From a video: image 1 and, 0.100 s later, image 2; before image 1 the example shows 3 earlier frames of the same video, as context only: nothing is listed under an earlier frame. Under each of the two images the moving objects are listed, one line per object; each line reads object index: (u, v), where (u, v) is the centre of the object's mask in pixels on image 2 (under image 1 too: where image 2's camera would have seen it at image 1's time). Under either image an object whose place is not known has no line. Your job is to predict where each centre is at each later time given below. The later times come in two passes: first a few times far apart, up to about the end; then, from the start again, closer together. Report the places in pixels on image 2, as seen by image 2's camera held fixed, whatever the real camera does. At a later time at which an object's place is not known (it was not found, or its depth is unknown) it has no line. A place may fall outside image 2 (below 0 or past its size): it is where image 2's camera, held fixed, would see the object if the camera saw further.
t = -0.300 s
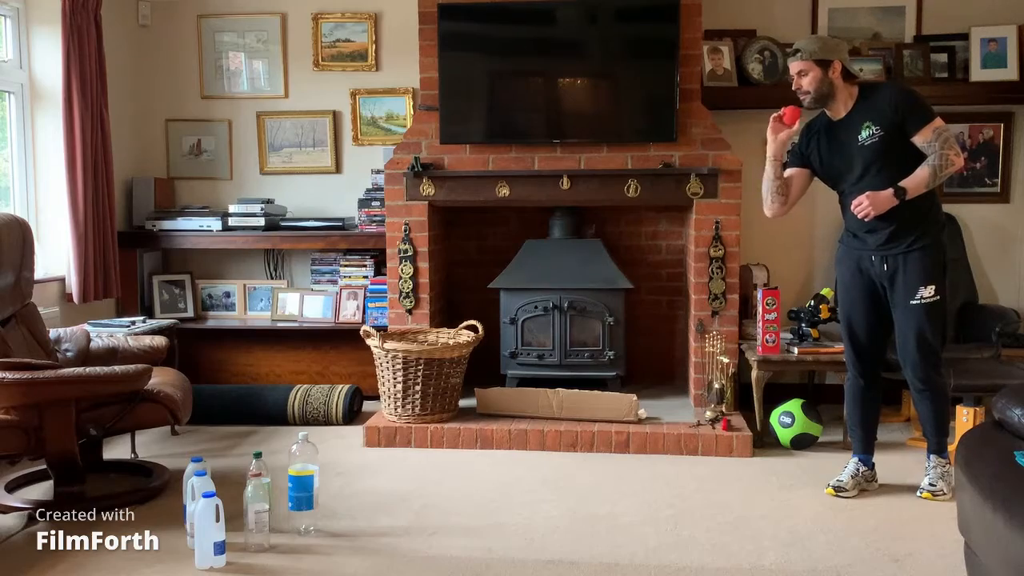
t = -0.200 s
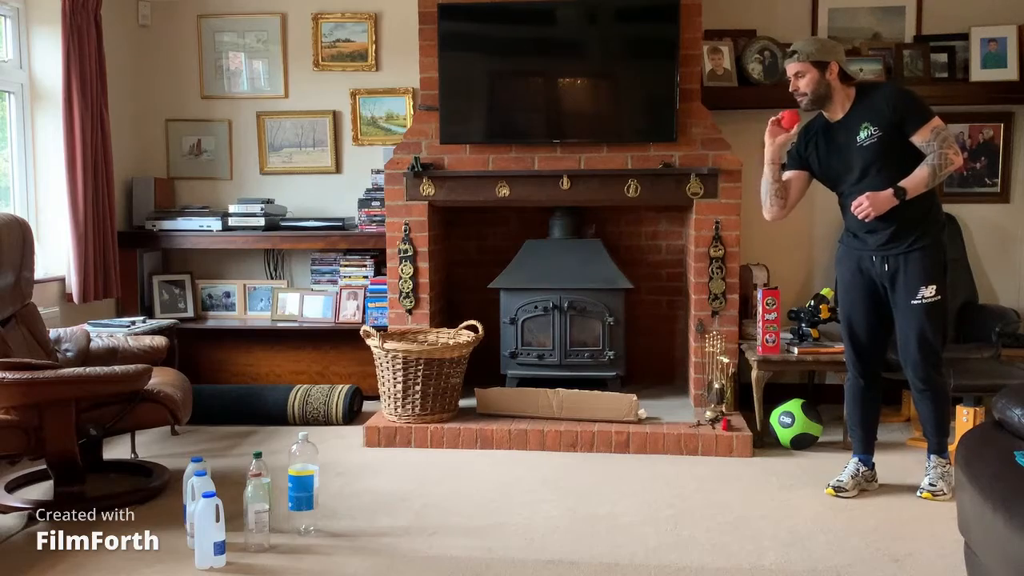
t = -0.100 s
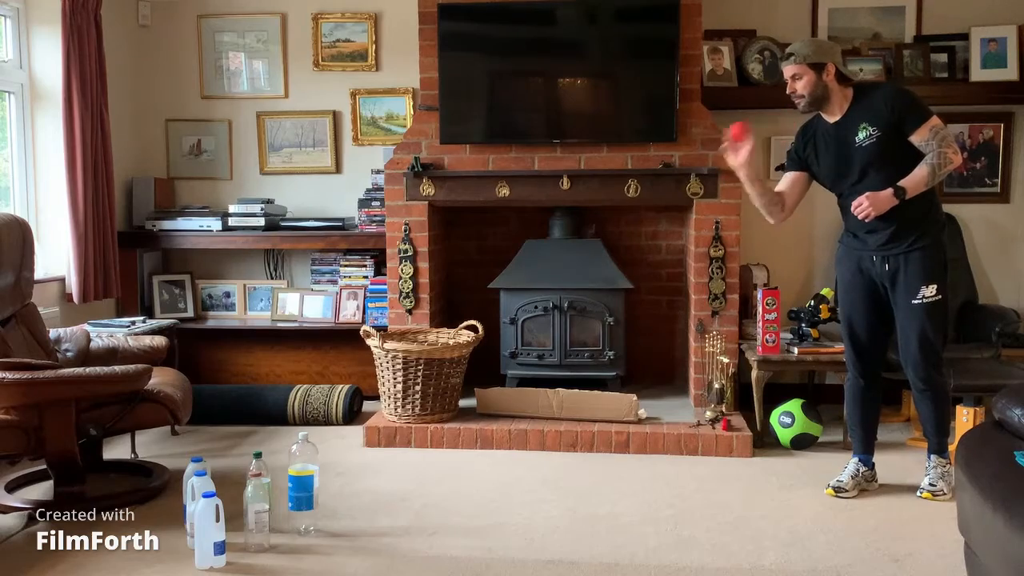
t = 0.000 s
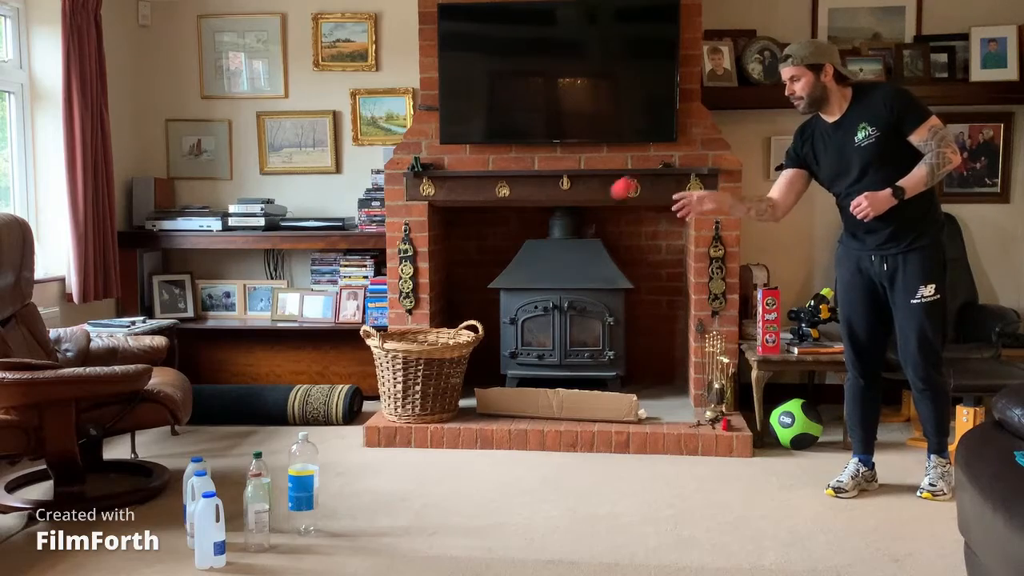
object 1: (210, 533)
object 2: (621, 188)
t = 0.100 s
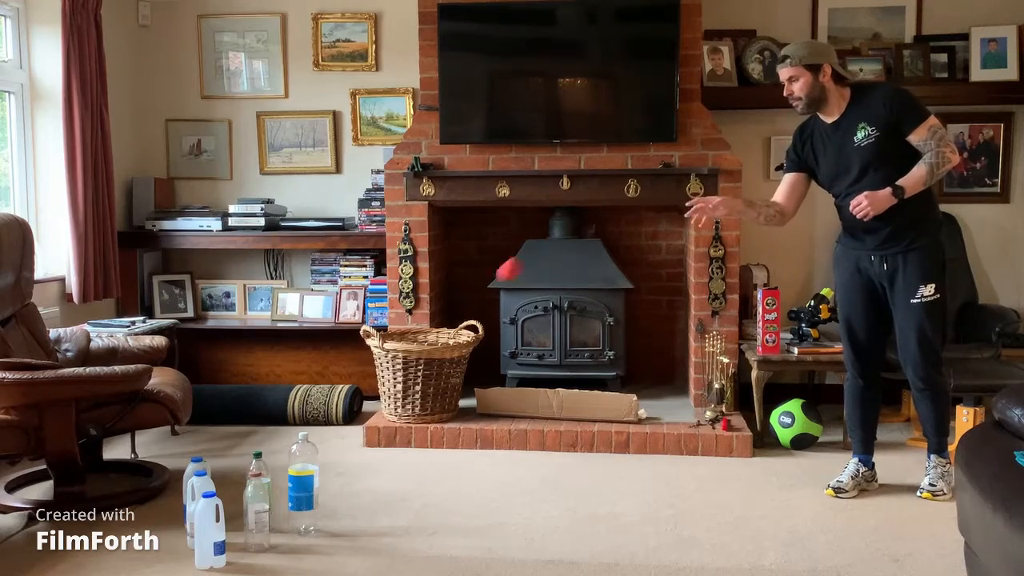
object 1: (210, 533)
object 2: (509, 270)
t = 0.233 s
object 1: (210, 533)
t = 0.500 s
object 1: (209, 534)
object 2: (390, 429)
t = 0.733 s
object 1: (189, 545)
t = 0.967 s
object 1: (171, 564)
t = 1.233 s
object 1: (167, 566)
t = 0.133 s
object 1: (210, 533)
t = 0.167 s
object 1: (210, 533)
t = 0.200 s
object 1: (210, 533)
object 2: (399, 380)
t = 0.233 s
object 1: (210, 533)
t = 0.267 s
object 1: (210, 533)
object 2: (326, 472)
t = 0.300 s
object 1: (210, 533)
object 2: (328, 497)
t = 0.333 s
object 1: (210, 533)
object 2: (337, 509)
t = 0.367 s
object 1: (210, 533)
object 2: (348, 486)
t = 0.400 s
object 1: (210, 533)
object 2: (359, 466)
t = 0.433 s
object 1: (210, 533)
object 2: (370, 451)
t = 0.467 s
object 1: (210, 533)
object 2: (380, 438)
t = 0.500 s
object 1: (209, 534)
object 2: (390, 429)
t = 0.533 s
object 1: (206, 533)
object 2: (401, 423)
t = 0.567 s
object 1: (203, 534)
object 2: (410, 420)
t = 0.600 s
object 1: (200, 536)
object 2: (420, 418)
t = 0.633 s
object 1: (198, 537)
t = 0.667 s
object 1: (195, 539)
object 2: (445, 434)
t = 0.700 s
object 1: (193, 541)
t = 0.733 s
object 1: (189, 545)
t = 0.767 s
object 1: (187, 550)
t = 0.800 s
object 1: (182, 558)
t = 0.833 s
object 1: (181, 564)
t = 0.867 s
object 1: (181, 564)
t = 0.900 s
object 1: (175, 564)
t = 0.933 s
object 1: (171, 565)
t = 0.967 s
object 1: (171, 564)
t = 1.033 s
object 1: (169, 563)
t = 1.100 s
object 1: (169, 565)
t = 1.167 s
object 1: (169, 567)
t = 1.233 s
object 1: (167, 566)
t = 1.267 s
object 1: (166, 566)
